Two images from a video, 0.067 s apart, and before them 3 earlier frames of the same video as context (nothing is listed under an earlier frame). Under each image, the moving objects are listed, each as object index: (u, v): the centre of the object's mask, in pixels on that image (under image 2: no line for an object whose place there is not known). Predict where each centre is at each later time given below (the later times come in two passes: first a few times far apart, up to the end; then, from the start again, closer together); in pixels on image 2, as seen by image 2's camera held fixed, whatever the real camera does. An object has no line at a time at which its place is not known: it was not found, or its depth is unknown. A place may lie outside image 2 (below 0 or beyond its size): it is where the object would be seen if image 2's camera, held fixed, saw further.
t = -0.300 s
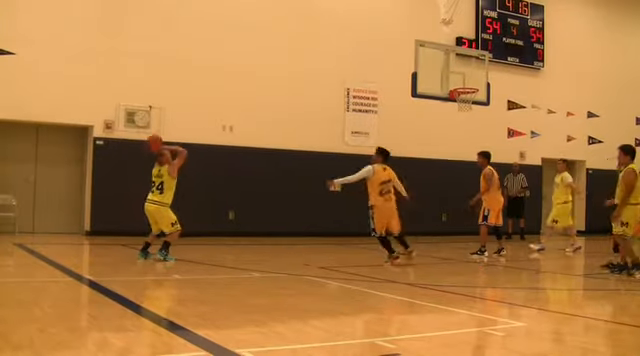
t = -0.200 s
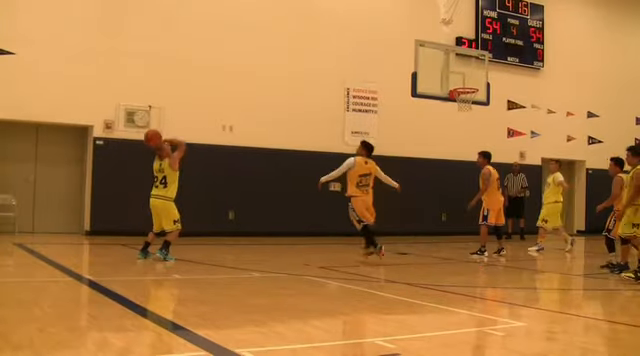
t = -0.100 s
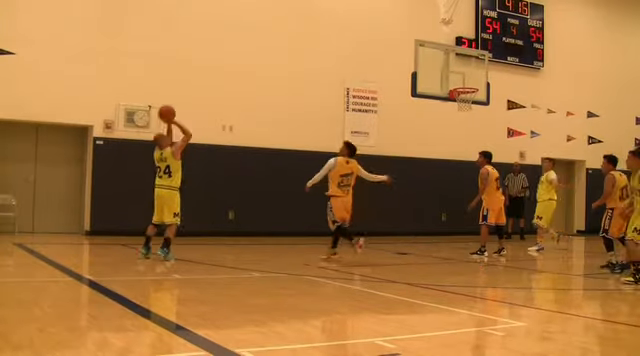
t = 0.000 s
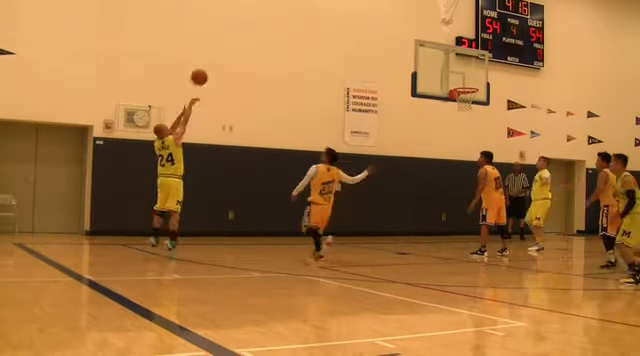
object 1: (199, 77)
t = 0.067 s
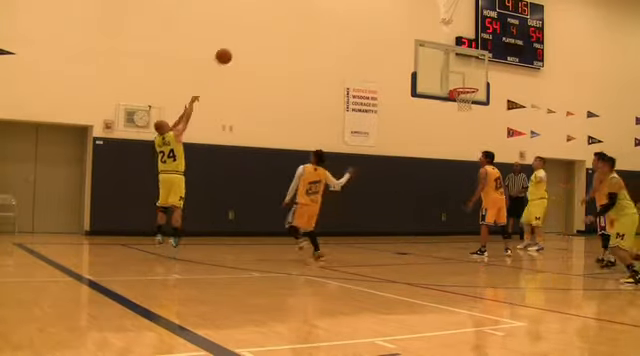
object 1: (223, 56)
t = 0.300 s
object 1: (298, 12)
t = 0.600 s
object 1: (376, 8)
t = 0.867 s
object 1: (434, 42)
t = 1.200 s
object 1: (471, 84)
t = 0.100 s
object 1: (235, 47)
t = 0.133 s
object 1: (246, 39)
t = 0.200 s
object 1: (268, 26)
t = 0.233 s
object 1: (279, 21)
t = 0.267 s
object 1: (289, 16)
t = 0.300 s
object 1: (298, 12)
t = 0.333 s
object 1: (308, 9)
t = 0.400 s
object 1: (327, 5)
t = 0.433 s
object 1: (335, 5)
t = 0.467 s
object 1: (344, 5)
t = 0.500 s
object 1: (352, 5)
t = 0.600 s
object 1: (376, 8)
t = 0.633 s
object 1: (384, 10)
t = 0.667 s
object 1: (392, 13)
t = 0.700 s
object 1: (399, 17)
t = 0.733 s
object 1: (407, 21)
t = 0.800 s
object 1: (421, 31)
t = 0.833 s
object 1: (427, 36)
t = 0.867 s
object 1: (434, 42)
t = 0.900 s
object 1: (440, 50)
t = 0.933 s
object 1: (447, 56)
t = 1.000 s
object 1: (459, 72)
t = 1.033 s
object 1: (465, 80)
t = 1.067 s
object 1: (470, 88)
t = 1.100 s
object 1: (464, 88)
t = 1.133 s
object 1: (462, 87)
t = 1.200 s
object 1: (471, 84)
